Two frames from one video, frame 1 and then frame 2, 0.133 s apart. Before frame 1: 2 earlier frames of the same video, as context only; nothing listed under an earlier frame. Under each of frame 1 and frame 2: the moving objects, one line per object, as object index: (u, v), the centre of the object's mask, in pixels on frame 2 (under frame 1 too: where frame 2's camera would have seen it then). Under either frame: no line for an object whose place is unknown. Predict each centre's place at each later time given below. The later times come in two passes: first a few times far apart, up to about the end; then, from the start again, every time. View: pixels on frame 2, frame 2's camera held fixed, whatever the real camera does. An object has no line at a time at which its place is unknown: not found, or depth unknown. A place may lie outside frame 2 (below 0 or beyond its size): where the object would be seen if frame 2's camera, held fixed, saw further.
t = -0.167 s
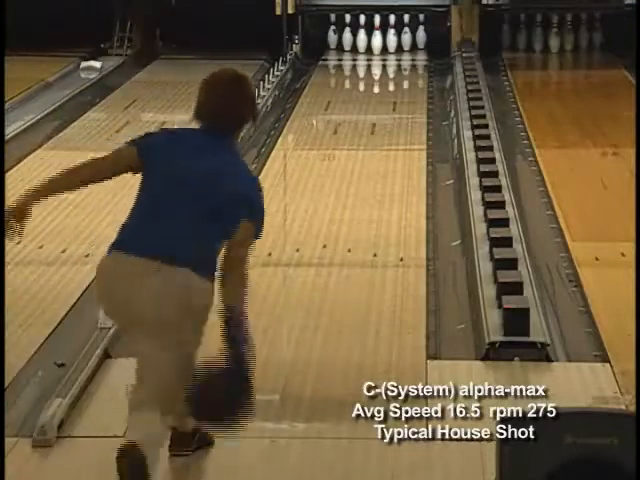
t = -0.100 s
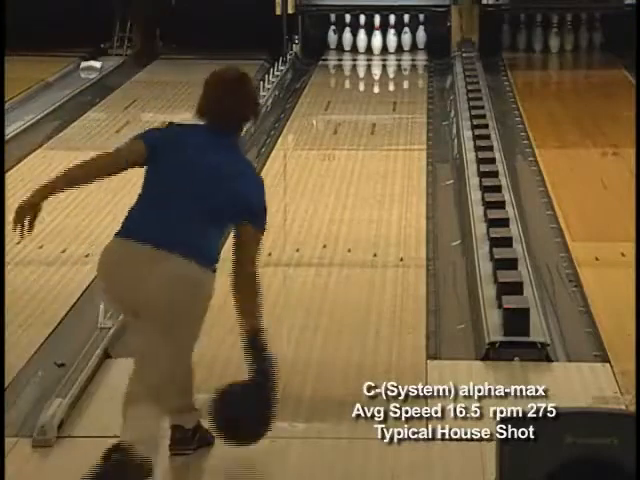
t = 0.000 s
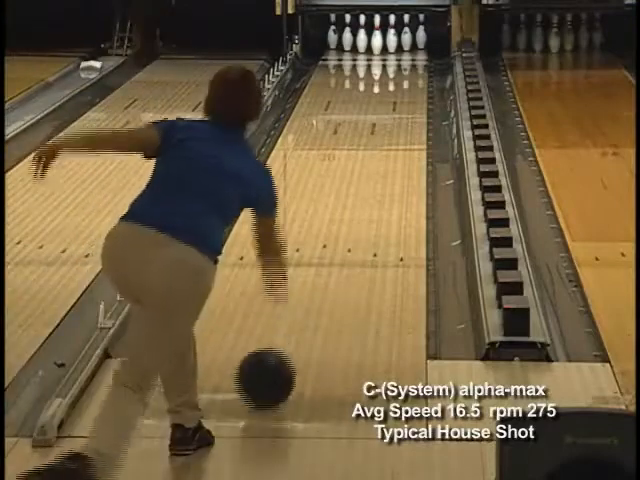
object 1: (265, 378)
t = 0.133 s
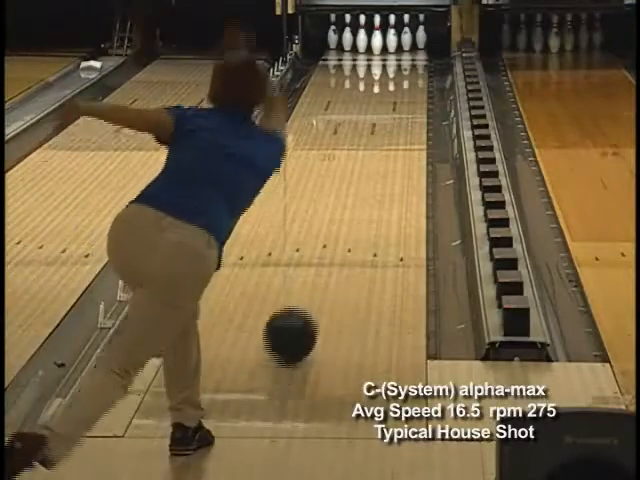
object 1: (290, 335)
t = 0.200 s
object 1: (300, 315)
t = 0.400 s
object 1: (327, 262)
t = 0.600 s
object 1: (348, 220)
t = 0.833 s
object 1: (367, 180)
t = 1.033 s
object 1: (379, 153)
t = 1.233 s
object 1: (390, 129)
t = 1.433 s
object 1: (399, 110)
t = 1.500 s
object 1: (400, 105)
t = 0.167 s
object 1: (295, 325)
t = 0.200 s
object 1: (300, 315)
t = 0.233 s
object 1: (306, 305)
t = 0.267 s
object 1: (310, 296)
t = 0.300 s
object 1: (315, 287)
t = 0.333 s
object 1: (319, 278)
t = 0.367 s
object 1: (323, 270)
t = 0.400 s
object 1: (327, 262)
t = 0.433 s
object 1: (331, 254)
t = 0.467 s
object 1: (335, 247)
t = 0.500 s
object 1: (338, 239)
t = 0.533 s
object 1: (342, 233)
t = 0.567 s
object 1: (345, 226)
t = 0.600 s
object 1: (348, 220)
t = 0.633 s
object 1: (351, 214)
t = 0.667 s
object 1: (354, 208)
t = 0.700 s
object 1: (356, 202)
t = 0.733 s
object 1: (359, 196)
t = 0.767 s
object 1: (362, 191)
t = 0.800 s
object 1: (364, 185)
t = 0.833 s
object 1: (367, 180)
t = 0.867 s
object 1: (369, 175)
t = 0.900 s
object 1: (371, 170)
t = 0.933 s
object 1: (373, 166)
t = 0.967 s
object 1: (376, 161)
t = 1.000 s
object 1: (377, 157)
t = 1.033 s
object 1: (379, 153)
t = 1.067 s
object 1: (381, 149)
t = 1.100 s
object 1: (383, 145)
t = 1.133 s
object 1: (385, 140)
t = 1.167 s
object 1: (386, 136)
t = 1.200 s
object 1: (388, 133)
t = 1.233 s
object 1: (390, 129)
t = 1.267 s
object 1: (392, 126)
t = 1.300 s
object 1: (393, 123)
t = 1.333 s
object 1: (395, 119)
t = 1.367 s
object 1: (396, 116)
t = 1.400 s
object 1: (397, 112)
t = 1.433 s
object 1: (399, 110)
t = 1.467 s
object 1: (399, 107)
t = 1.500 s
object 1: (400, 105)
